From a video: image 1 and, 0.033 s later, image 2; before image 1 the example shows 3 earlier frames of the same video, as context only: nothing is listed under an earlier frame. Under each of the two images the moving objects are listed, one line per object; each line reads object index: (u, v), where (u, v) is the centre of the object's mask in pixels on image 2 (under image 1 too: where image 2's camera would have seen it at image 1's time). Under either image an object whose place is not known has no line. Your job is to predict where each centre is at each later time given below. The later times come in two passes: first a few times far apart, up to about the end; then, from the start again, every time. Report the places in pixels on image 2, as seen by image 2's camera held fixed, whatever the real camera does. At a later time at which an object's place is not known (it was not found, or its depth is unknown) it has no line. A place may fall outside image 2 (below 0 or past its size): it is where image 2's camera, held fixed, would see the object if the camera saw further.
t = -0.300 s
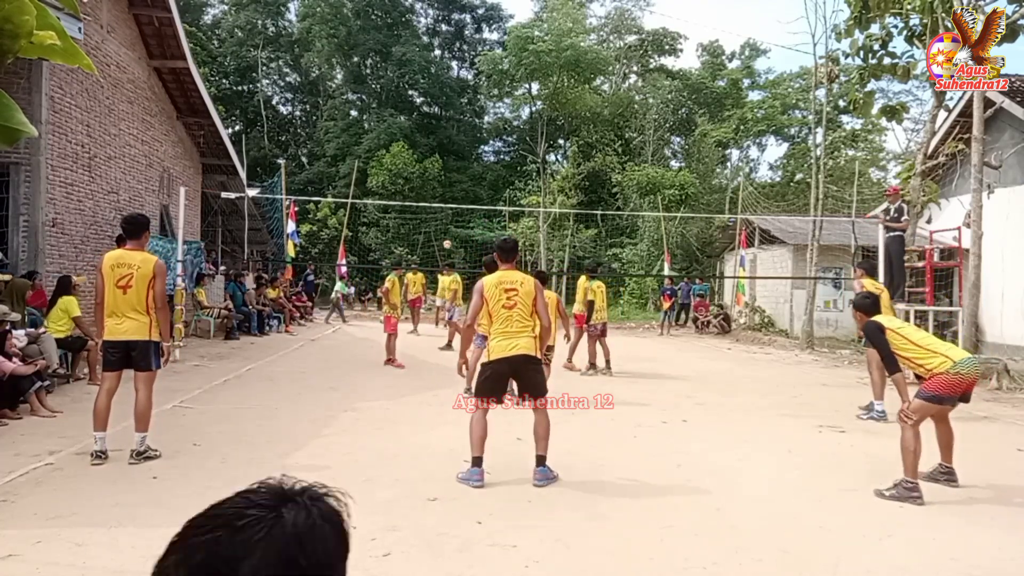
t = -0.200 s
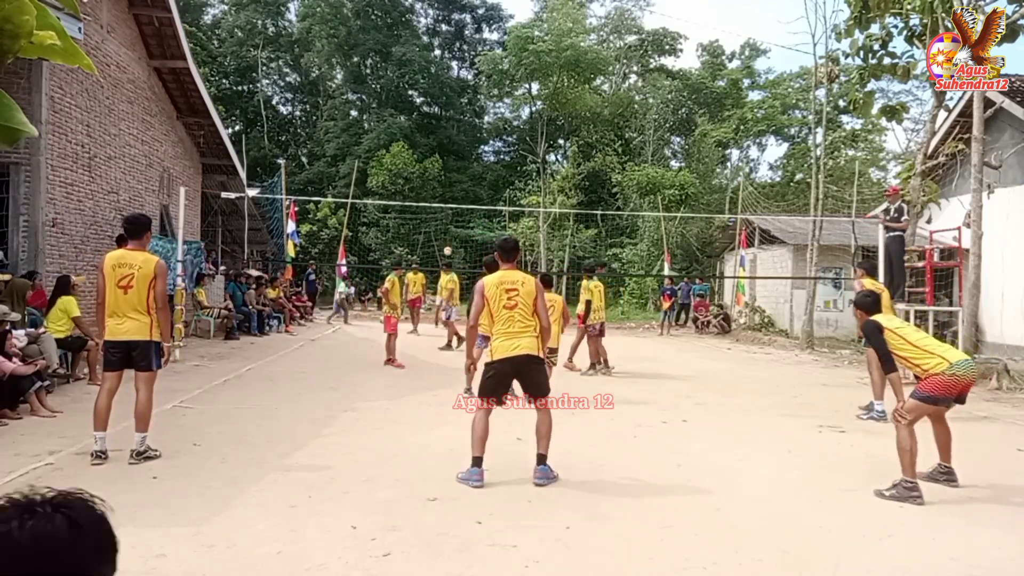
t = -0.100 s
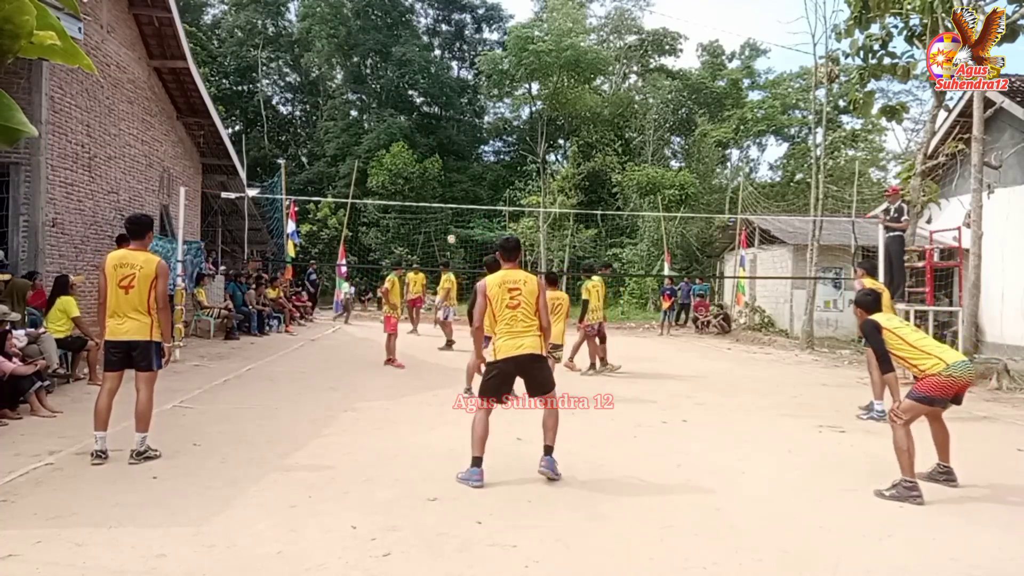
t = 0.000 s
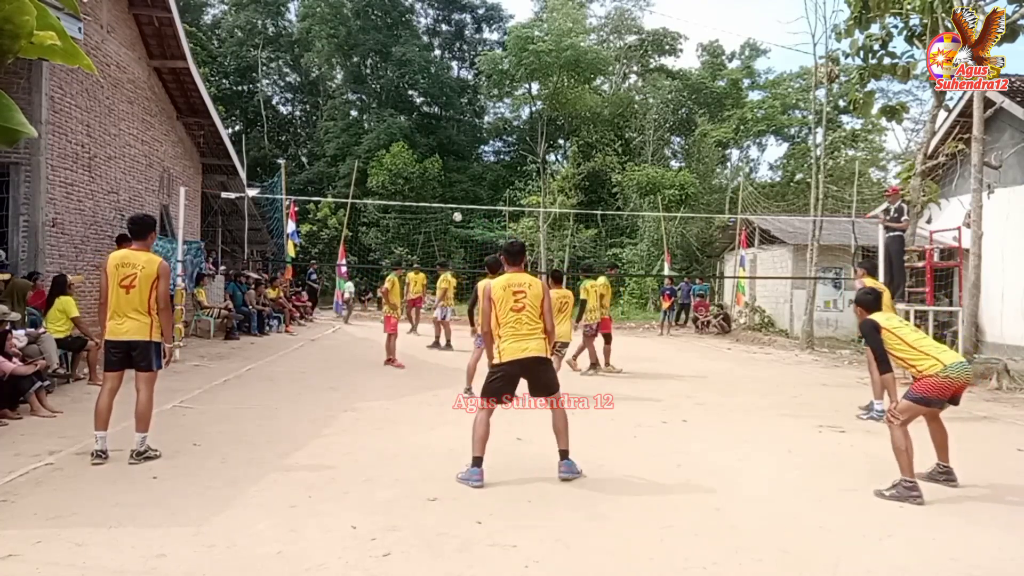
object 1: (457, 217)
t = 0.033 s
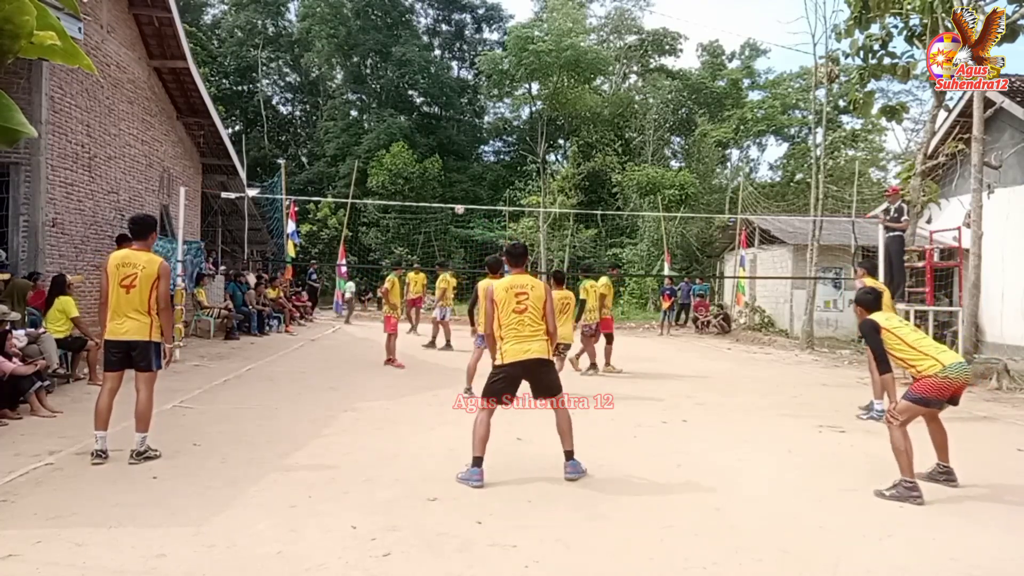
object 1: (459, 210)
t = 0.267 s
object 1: (479, 161)
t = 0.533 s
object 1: (507, 128)
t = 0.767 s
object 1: (542, 136)
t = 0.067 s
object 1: (462, 201)
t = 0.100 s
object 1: (464, 195)
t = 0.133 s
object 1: (467, 188)
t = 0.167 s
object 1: (470, 181)
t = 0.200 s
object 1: (472, 174)
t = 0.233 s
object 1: (475, 167)
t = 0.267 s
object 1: (479, 161)
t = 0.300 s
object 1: (481, 155)
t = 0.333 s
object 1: (484, 149)
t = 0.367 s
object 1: (488, 145)
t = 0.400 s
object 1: (491, 140)
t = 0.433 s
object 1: (495, 136)
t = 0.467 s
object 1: (499, 133)
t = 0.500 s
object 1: (503, 130)
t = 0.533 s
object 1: (507, 128)
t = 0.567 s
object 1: (512, 127)
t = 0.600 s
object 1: (516, 126)
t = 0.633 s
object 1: (521, 126)
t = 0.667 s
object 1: (526, 127)
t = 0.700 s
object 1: (531, 129)
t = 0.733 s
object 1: (536, 132)
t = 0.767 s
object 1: (542, 136)
